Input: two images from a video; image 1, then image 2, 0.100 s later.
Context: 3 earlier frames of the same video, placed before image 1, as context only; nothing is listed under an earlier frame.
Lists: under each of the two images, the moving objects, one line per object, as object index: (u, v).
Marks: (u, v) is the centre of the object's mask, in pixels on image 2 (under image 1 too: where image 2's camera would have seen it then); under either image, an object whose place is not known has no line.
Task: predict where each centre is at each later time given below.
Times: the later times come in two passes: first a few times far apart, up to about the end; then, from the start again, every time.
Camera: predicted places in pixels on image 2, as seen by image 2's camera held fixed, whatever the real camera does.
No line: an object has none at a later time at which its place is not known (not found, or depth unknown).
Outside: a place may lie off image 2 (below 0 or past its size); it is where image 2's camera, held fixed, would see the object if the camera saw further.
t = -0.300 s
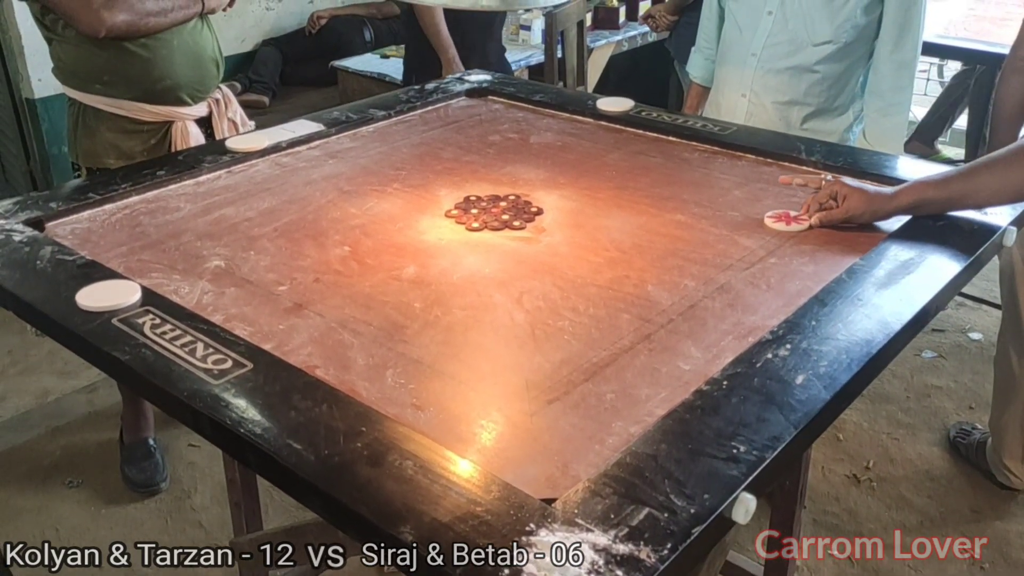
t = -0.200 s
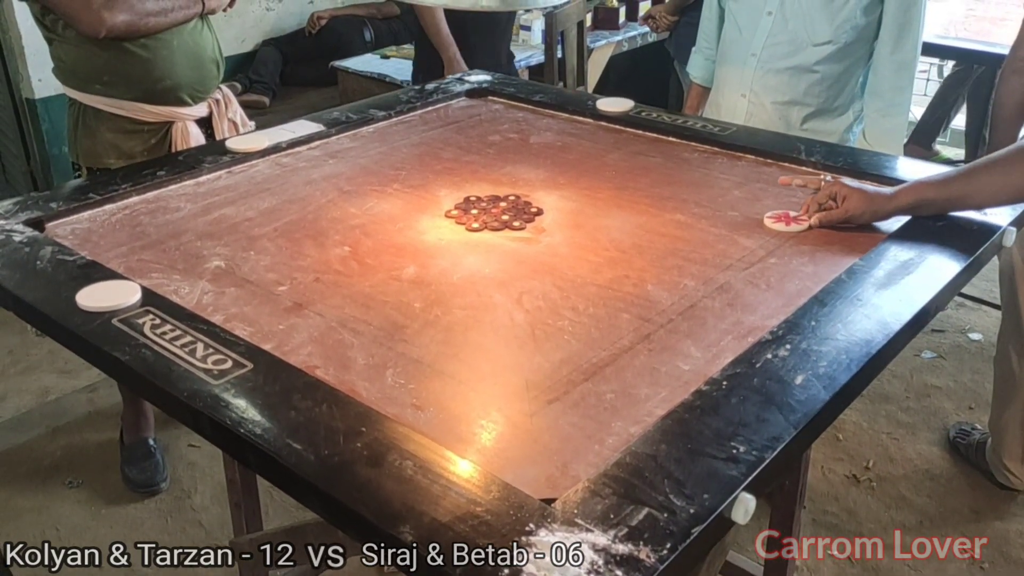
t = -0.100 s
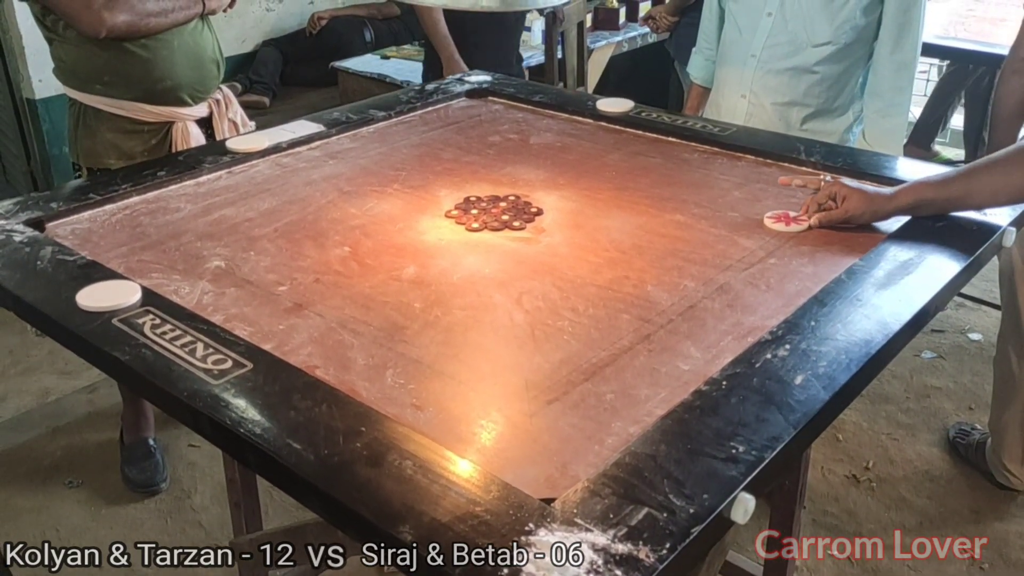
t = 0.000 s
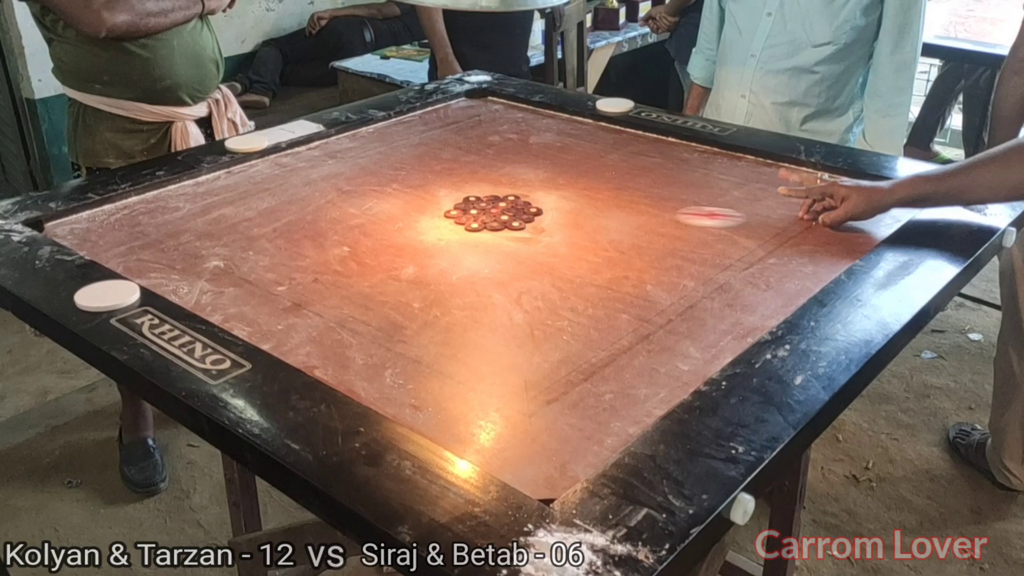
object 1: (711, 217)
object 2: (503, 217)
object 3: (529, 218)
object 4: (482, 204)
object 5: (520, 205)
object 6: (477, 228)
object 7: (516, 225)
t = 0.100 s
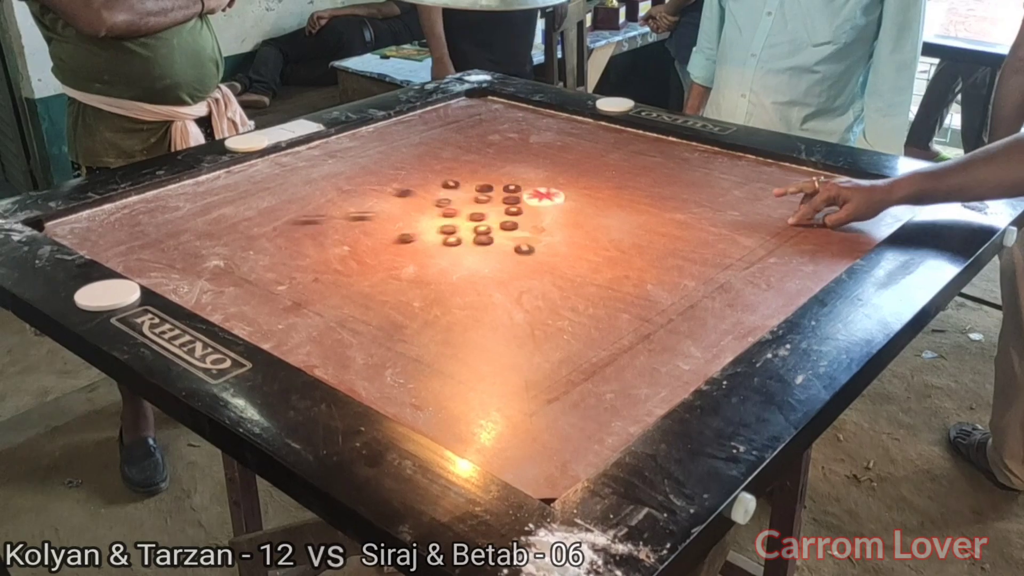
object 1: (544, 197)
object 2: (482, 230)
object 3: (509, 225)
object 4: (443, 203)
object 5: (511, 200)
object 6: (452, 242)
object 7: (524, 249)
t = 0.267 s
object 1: (503, 168)
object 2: (407, 269)
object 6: (371, 295)
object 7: (561, 348)
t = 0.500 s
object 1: (471, 144)
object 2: (313, 318)
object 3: (424, 268)
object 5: (413, 176)
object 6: (296, 349)
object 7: (508, 452)
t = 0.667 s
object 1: (481, 136)
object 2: (268, 342)
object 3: (416, 272)
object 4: (91, 221)
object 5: (402, 173)
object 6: (343, 325)
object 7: (441, 418)
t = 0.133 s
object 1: (533, 190)
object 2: (467, 238)
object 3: (498, 231)
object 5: (498, 197)
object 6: (436, 252)
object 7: (531, 267)
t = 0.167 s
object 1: (525, 184)
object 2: (451, 246)
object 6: (420, 262)
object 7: (537, 285)
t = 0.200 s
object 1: (517, 178)
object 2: (436, 253)
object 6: (403, 274)
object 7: (545, 305)
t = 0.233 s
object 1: (510, 173)
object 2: (421, 261)
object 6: (388, 284)
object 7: (552, 326)
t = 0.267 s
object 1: (503, 168)
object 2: (407, 269)
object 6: (371, 295)
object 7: (561, 348)
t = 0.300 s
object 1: (497, 163)
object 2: (392, 276)
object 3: (455, 252)
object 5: (449, 185)
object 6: (355, 306)
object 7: (569, 372)
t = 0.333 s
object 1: (491, 159)
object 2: (378, 284)
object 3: (449, 255)
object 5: (441, 183)
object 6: (338, 317)
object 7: (579, 398)
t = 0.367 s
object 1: (486, 155)
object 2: (364, 291)
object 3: (442, 259)
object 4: (249, 206)
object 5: (434, 181)
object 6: (322, 328)
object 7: (588, 424)
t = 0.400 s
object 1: (482, 152)
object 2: (351, 298)
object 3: (437, 261)
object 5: (428, 180)
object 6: (306, 339)
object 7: (598, 452)
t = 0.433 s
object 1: (477, 149)
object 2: (338, 305)
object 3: (432, 264)
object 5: (422, 178)
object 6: (290, 350)
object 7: (575, 459)
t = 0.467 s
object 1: (474, 146)
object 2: (325, 312)
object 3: (428, 266)
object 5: (417, 177)
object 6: (286, 354)
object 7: (541, 457)
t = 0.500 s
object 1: (471, 144)
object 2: (313, 318)
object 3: (424, 268)
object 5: (413, 176)
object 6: (296, 349)
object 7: (508, 452)
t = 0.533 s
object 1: (471, 142)
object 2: (303, 324)
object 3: (422, 269)
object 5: (410, 175)
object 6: (308, 342)
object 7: (478, 454)
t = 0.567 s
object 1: (474, 140)
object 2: (292, 329)
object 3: (419, 270)
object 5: (407, 174)
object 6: (319, 337)
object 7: (455, 446)
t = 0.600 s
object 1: (476, 139)
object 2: (283, 334)
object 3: (418, 271)
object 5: (404, 174)
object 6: (328, 332)
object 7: (448, 437)
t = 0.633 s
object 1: (479, 137)
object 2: (275, 339)
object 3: (417, 272)
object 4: (104, 221)
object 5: (403, 173)
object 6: (336, 328)
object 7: (444, 427)
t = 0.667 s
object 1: (481, 136)
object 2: (268, 342)
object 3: (416, 272)
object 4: (91, 221)
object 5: (402, 173)
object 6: (343, 325)
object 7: (441, 418)
